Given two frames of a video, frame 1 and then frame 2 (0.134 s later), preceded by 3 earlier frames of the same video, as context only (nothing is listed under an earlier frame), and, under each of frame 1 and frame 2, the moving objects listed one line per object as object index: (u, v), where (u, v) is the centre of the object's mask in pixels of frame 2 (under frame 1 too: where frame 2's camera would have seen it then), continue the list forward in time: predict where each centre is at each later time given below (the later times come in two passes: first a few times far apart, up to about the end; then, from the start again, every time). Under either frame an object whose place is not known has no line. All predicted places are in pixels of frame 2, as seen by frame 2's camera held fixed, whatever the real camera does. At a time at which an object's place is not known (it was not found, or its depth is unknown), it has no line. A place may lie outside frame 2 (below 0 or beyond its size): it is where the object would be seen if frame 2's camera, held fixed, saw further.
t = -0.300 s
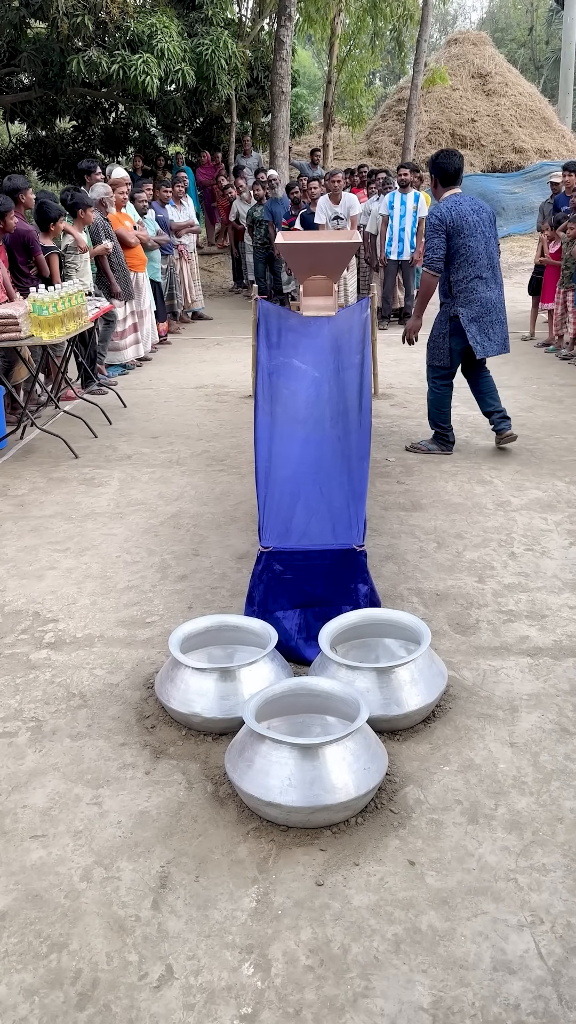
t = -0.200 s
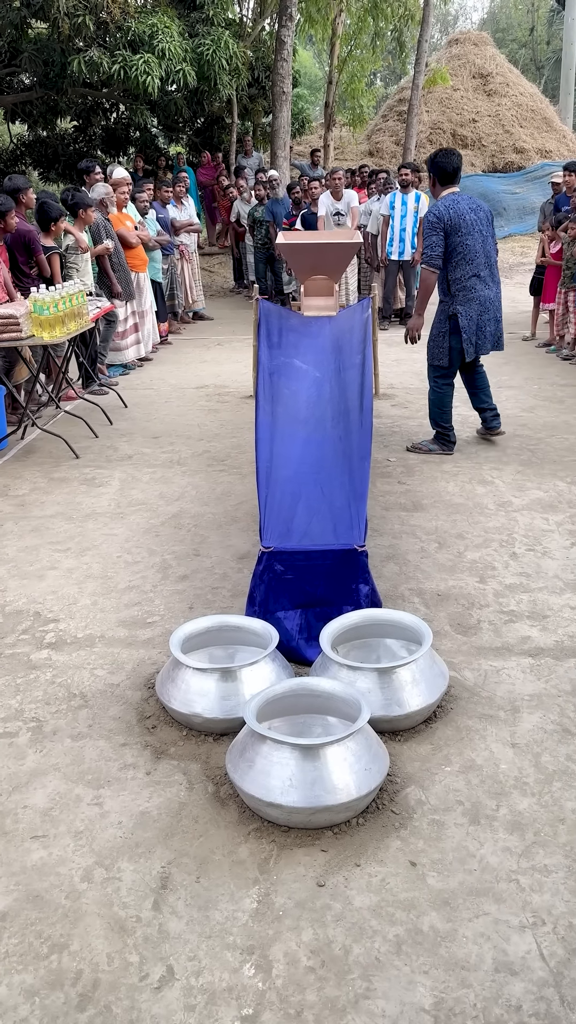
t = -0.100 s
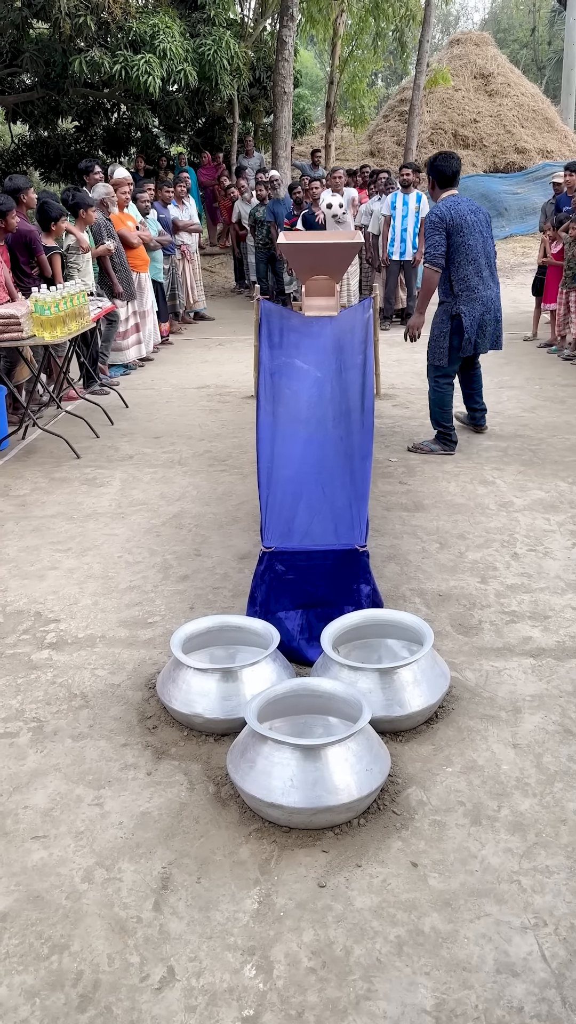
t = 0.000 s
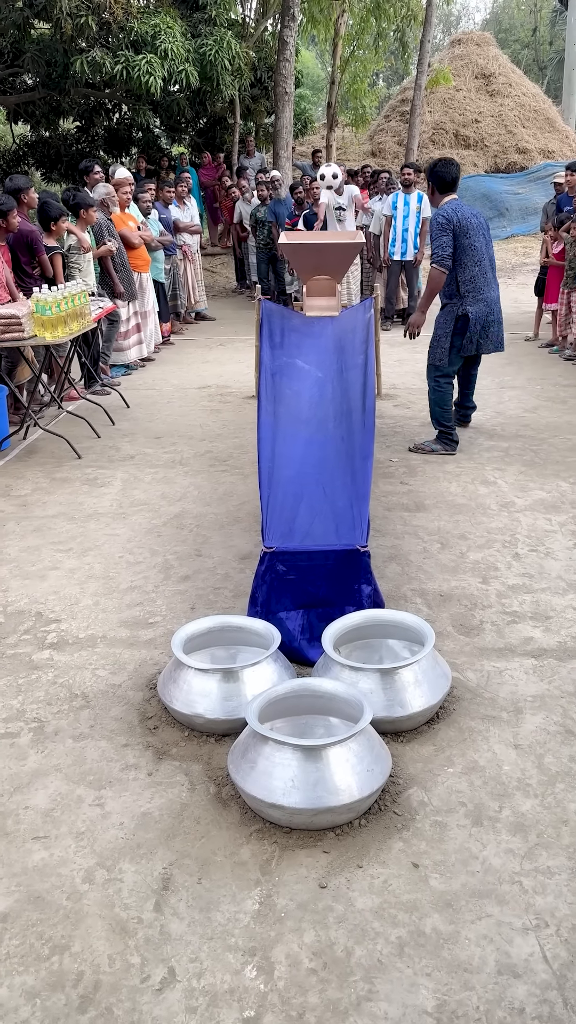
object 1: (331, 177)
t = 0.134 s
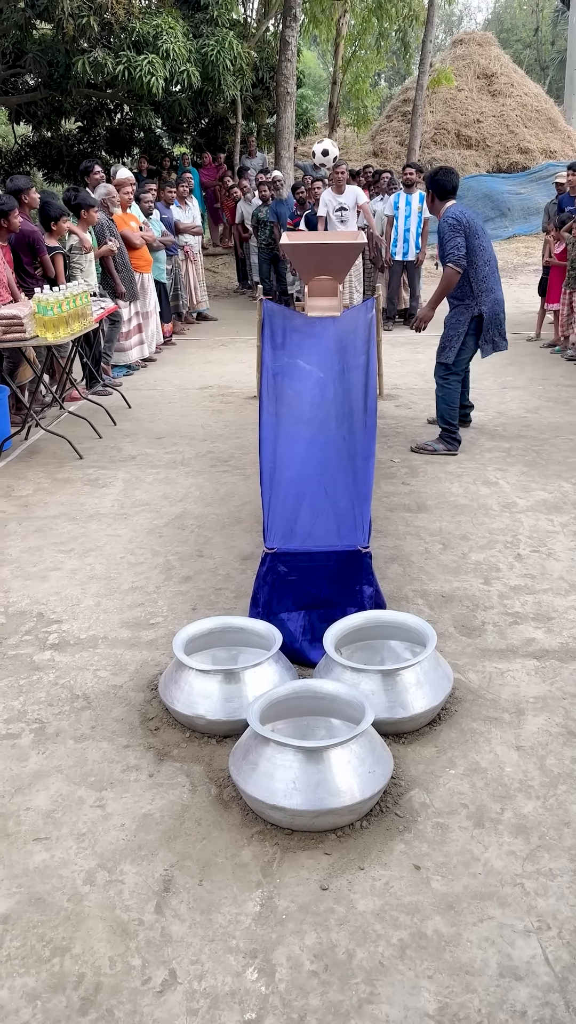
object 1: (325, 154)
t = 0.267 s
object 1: (319, 152)
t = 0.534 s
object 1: (303, 231)
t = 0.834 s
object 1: (292, 335)
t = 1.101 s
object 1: (294, 348)
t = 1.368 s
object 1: (298, 415)
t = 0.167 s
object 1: (323, 152)
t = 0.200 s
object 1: (322, 150)
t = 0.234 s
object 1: (321, 150)
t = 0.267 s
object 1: (319, 152)
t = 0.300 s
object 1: (317, 155)
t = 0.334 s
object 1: (315, 160)
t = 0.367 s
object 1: (313, 167)
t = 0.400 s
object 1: (312, 176)
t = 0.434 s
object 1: (309, 187)
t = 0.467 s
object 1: (308, 200)
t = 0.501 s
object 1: (305, 215)
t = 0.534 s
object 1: (303, 231)
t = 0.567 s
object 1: (301, 250)
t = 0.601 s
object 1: (298, 270)
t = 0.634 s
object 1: (297, 292)
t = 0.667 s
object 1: (295, 317)
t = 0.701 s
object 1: (293, 338)
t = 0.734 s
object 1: (293, 347)
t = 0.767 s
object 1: (292, 346)
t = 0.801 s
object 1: (292, 341)
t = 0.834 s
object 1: (292, 335)
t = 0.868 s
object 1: (292, 330)
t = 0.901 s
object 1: (292, 327)
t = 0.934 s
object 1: (292, 325)
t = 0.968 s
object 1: (292, 325)
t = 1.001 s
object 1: (293, 327)
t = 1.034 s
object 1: (293, 332)
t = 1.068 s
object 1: (293, 338)
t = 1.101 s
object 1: (294, 348)
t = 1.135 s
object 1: (294, 359)
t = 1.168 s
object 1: (294, 370)
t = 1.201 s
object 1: (293, 381)
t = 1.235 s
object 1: (293, 390)
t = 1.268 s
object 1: (293, 398)
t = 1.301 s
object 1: (293, 404)
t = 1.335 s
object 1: (295, 410)
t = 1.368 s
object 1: (298, 415)
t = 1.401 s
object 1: (302, 419)
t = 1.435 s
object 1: (306, 422)
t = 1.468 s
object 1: (311, 427)
